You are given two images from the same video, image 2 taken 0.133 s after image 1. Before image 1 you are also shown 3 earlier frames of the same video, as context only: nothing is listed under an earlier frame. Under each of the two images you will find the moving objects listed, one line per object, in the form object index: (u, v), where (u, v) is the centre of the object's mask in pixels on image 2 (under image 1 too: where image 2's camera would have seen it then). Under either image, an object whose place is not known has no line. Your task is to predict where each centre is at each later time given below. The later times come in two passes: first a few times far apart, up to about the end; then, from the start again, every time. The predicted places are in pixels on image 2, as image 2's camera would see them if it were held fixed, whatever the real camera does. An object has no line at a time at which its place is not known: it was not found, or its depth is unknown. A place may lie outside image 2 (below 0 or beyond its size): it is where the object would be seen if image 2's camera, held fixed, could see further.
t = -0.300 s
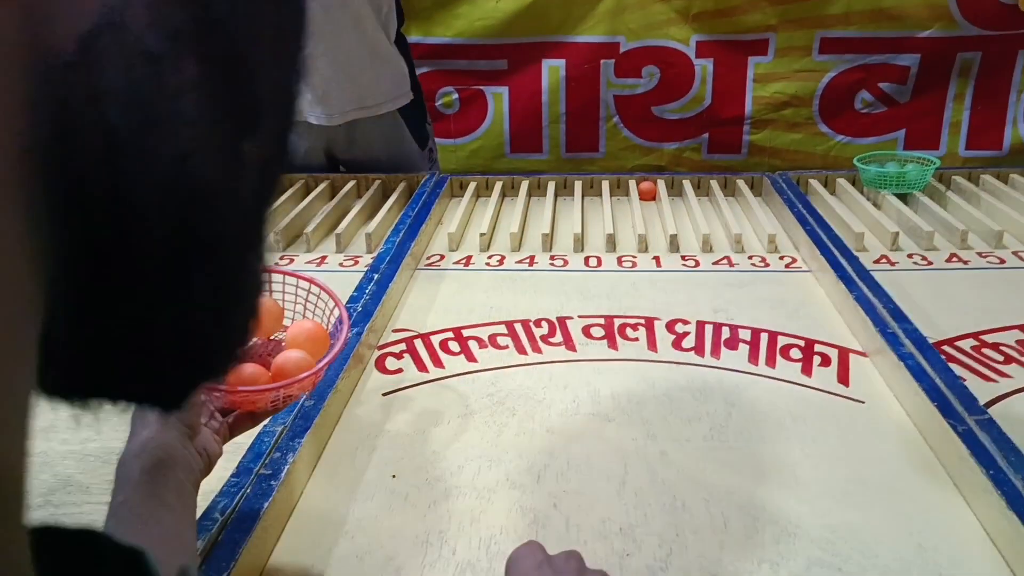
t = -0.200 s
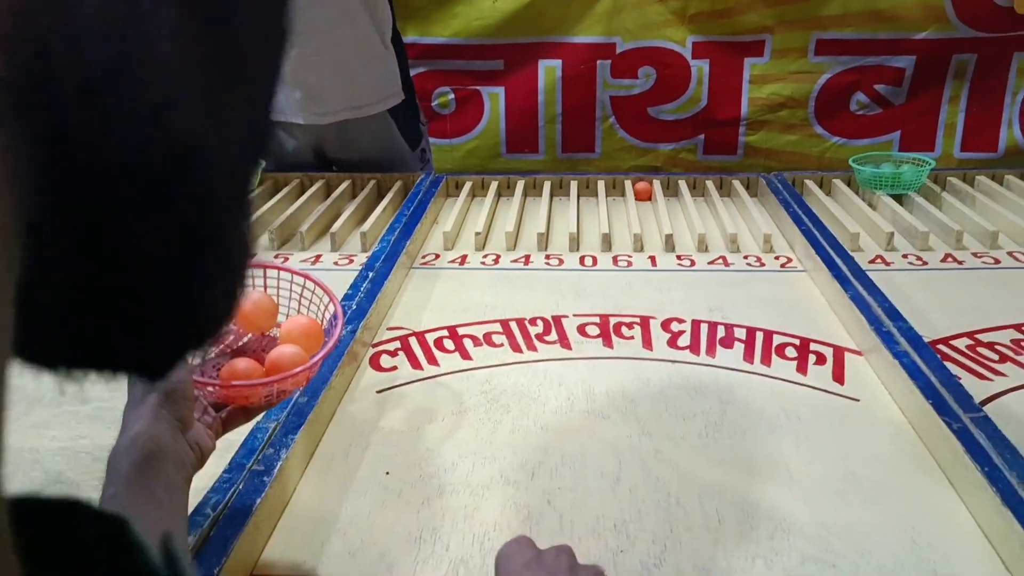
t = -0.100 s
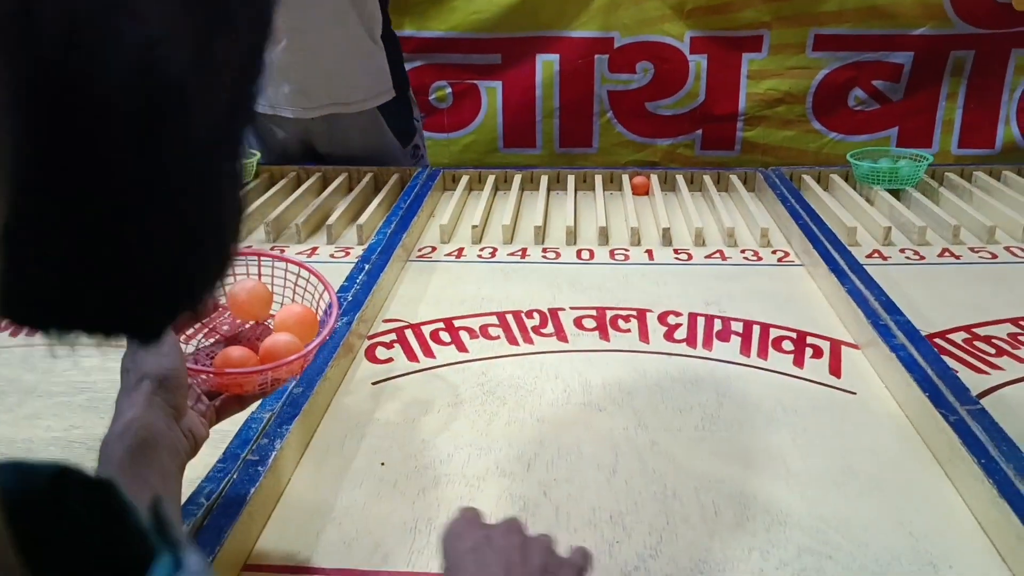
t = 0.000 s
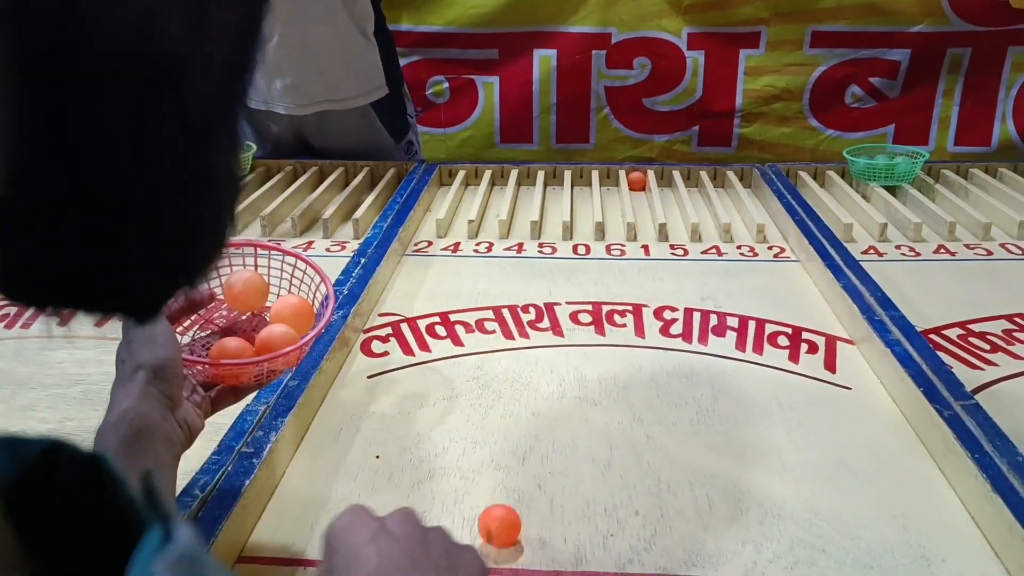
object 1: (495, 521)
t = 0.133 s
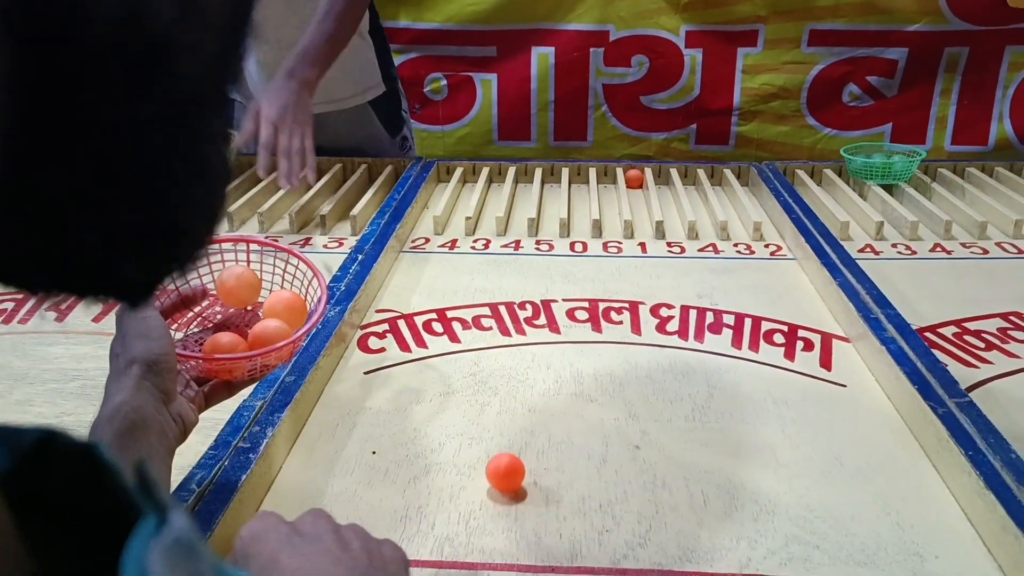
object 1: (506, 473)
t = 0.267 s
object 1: (512, 424)
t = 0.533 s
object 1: (515, 332)
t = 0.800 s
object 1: (505, 256)
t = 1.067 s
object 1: (493, 255)
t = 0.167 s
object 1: (508, 461)
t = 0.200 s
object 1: (509, 449)
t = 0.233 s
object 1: (510, 436)
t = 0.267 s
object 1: (512, 424)
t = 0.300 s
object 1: (513, 412)
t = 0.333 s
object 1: (514, 401)
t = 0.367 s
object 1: (514, 389)
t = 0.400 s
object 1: (515, 377)
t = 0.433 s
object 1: (516, 366)
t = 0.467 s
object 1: (516, 355)
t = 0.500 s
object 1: (515, 344)
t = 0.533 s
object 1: (515, 332)
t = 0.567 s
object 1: (514, 322)
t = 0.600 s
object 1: (513, 311)
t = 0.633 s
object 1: (513, 300)
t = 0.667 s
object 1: (512, 291)
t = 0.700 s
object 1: (511, 282)
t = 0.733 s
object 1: (509, 273)
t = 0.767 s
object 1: (508, 265)
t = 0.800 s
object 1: (505, 256)
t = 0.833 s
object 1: (504, 247)
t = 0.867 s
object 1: (502, 239)
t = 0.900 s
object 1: (500, 230)
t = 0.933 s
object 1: (498, 234)
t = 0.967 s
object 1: (497, 240)
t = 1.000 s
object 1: (496, 246)
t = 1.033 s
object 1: (494, 251)
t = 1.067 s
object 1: (493, 255)
